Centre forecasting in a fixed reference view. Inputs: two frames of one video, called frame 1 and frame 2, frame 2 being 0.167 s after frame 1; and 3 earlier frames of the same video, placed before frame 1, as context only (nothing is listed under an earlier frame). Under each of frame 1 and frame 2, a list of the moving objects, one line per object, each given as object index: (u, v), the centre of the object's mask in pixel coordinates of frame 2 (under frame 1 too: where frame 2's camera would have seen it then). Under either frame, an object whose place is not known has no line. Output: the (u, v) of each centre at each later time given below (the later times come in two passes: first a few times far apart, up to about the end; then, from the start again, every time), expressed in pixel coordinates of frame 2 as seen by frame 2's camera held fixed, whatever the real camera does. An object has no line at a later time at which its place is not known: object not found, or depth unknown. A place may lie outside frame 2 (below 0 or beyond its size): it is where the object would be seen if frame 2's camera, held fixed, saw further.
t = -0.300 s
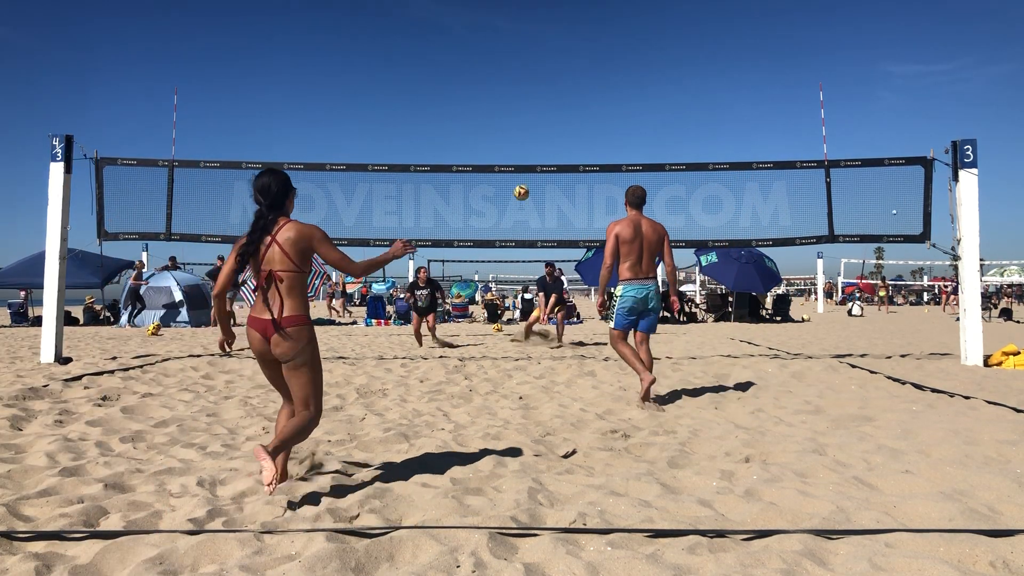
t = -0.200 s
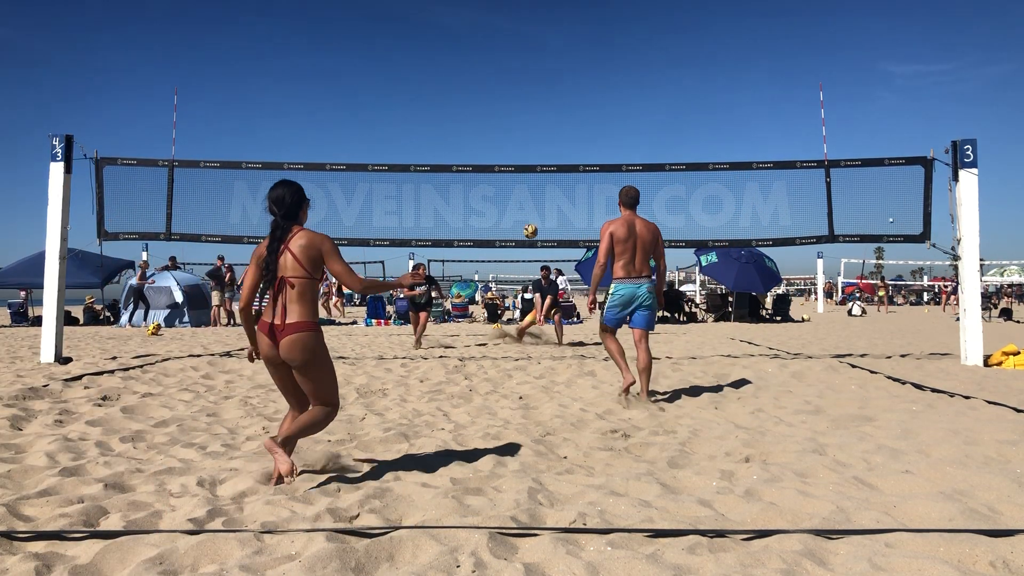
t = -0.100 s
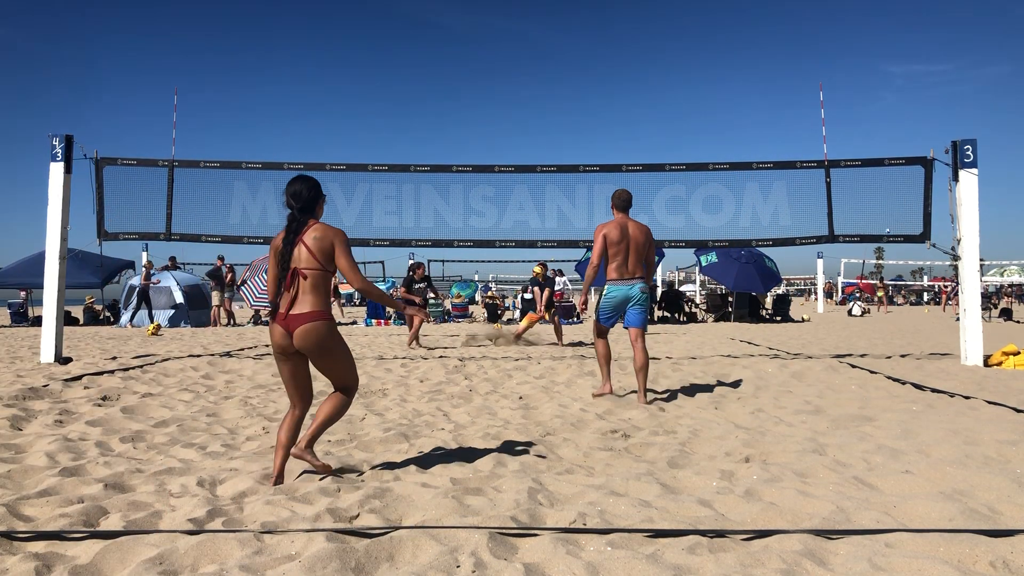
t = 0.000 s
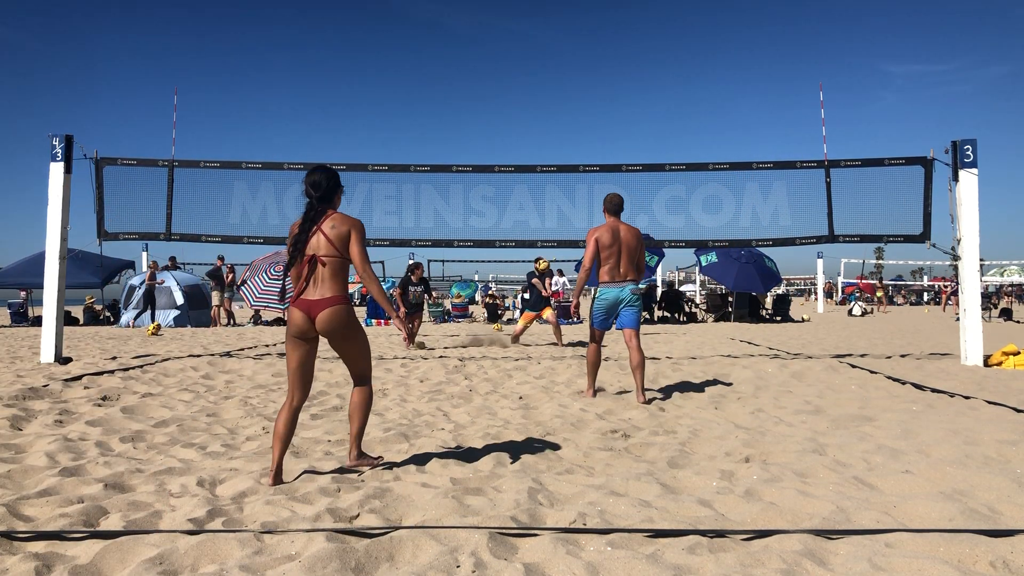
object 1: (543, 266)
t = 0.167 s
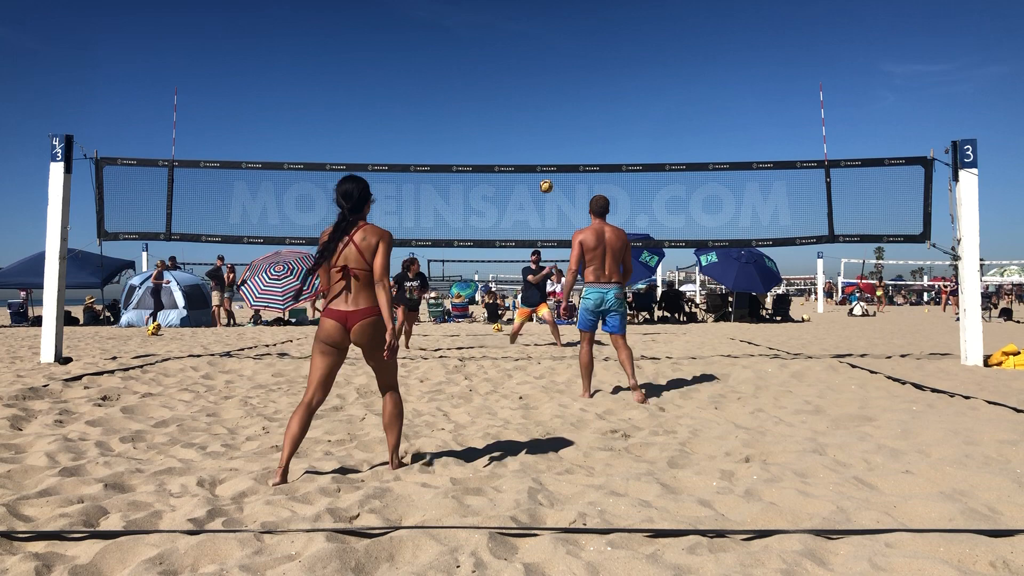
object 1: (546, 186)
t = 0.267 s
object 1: (548, 145)
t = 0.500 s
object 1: (552, 71)
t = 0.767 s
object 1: (559, 23)
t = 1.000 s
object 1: (566, 20)
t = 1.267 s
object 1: (575, 64)
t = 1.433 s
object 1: (582, 119)
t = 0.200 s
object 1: (546, 175)
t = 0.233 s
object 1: (547, 158)
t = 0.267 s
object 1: (548, 145)
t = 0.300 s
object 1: (548, 133)
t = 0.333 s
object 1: (549, 121)
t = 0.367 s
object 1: (550, 109)
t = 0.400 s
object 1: (551, 99)
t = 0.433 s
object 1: (551, 89)
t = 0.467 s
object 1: (552, 79)
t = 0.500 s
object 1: (552, 71)
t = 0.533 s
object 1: (553, 63)
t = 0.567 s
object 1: (554, 55)
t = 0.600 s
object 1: (555, 48)
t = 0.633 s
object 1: (555, 42)
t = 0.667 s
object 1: (556, 36)
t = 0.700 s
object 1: (557, 31)
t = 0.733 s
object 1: (558, 27)
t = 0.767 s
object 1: (559, 23)
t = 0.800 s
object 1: (560, 21)
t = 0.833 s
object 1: (561, 19)
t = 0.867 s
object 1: (562, 18)
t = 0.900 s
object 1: (563, 17)
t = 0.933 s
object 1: (564, 18)
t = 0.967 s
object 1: (565, 19)
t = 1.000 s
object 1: (566, 20)
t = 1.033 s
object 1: (567, 23)
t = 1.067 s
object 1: (568, 26)
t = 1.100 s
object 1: (569, 30)
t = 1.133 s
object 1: (570, 35)
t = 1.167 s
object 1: (572, 41)
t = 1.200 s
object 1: (573, 48)
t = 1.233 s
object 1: (574, 55)
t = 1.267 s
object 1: (575, 64)
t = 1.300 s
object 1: (577, 73)
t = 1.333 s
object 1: (578, 83)
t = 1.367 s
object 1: (579, 94)
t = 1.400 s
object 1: (581, 106)
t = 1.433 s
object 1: (582, 119)
